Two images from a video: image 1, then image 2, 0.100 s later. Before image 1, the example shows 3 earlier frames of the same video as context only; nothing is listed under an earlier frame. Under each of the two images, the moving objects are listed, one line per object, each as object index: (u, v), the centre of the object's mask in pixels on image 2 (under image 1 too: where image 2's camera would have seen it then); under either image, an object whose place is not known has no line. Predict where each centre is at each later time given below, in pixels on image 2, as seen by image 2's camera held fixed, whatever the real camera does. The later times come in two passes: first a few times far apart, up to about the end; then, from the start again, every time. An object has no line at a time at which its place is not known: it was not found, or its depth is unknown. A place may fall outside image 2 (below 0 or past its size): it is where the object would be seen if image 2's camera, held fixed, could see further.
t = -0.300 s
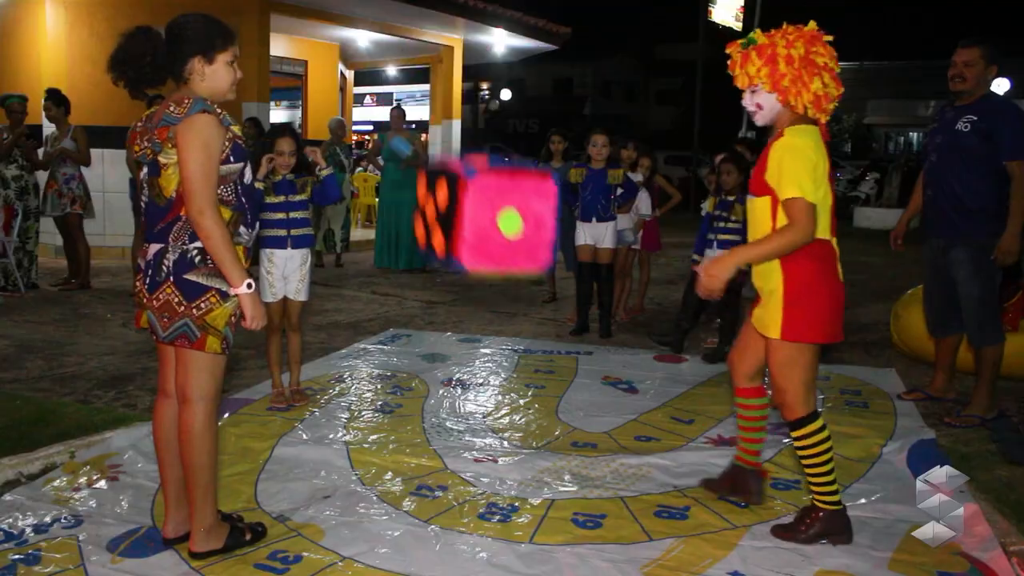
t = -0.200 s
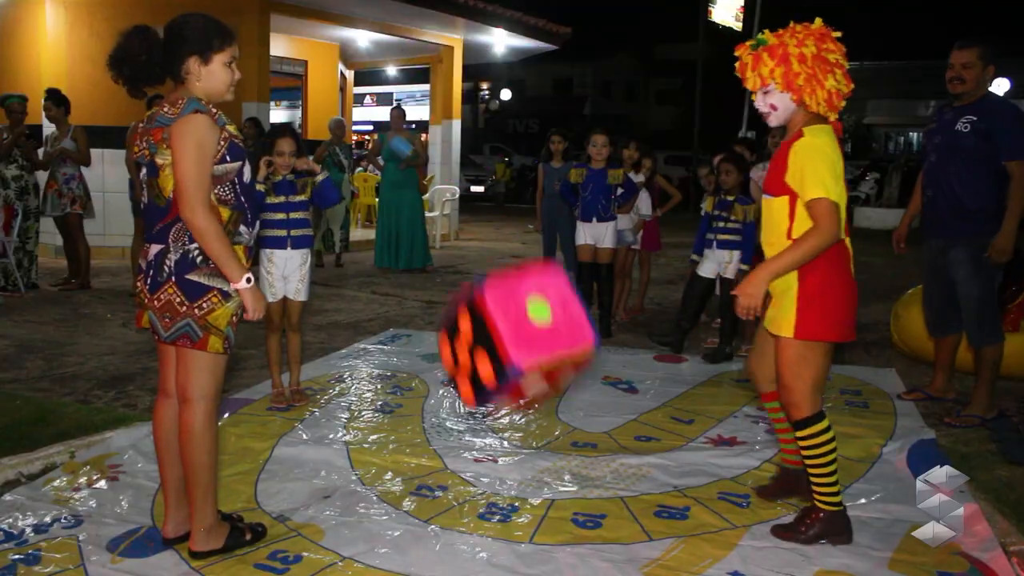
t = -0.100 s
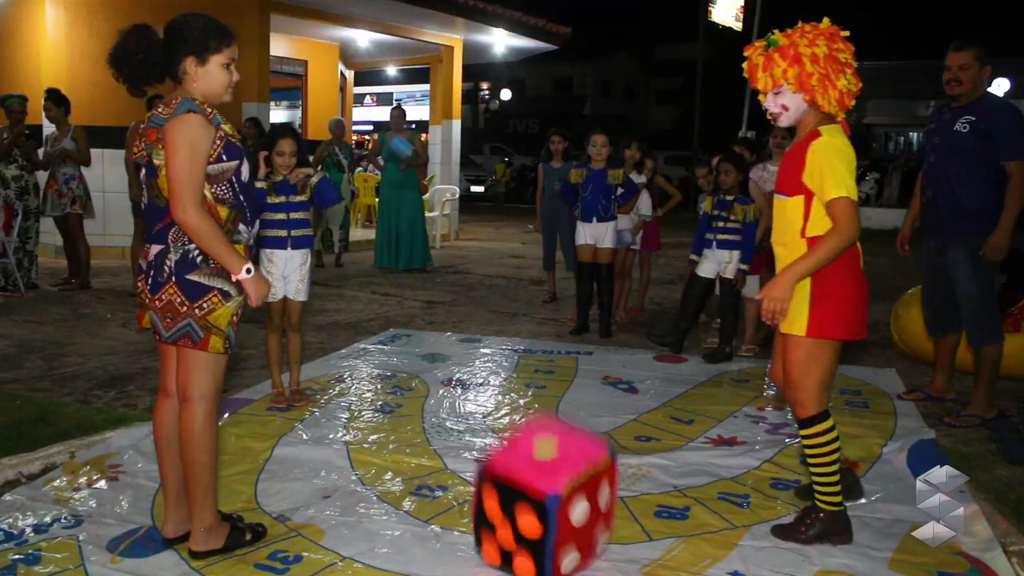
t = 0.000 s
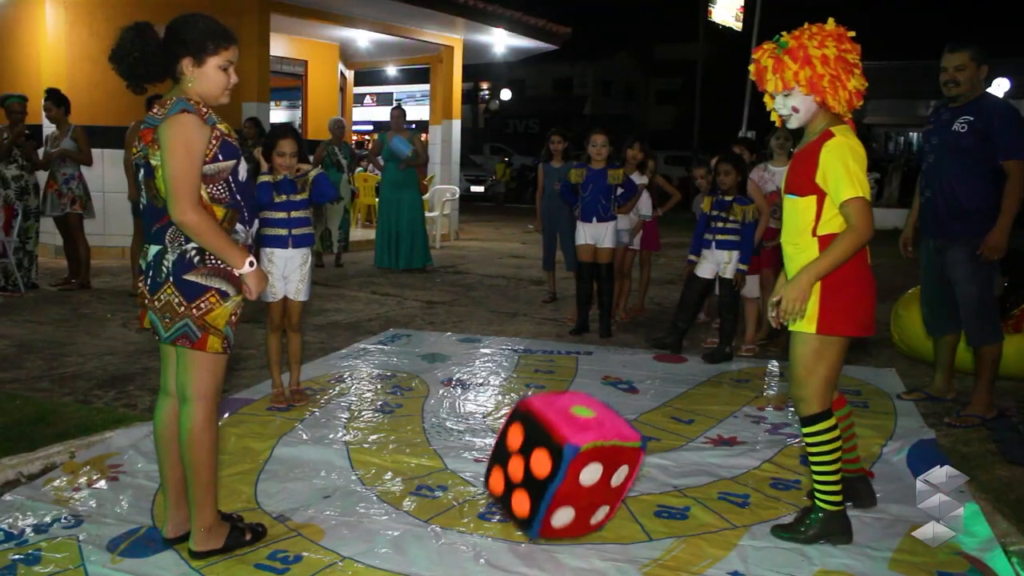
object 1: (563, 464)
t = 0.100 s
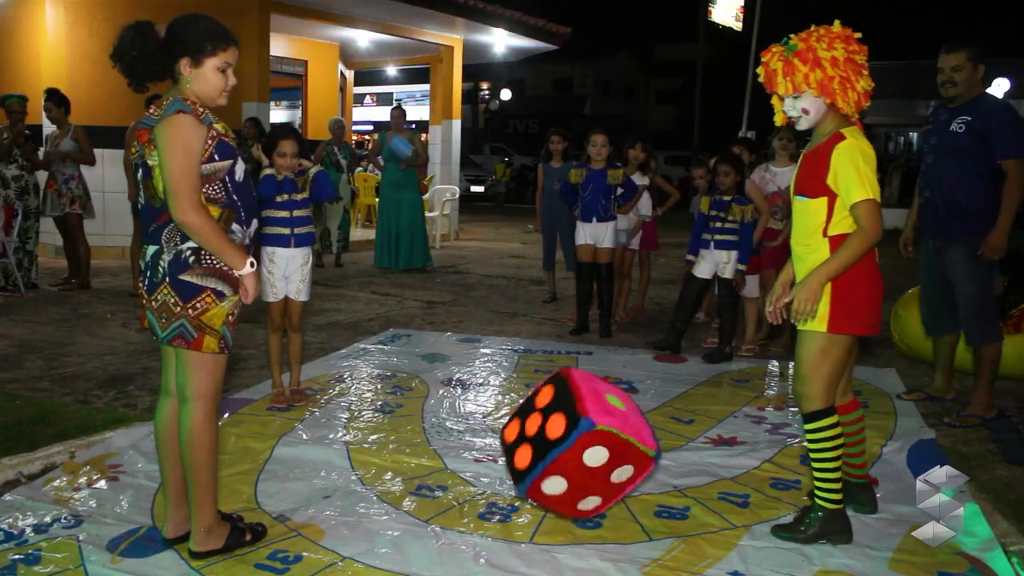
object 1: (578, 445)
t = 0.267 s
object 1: (602, 462)
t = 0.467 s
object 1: (656, 443)
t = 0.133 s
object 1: (583, 444)
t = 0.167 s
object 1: (587, 448)
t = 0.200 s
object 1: (591, 454)
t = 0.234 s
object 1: (595, 461)
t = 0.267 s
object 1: (602, 462)
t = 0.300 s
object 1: (612, 461)
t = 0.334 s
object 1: (621, 462)
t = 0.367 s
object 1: (631, 457)
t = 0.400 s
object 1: (640, 450)
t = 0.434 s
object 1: (649, 446)
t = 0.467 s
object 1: (656, 443)
